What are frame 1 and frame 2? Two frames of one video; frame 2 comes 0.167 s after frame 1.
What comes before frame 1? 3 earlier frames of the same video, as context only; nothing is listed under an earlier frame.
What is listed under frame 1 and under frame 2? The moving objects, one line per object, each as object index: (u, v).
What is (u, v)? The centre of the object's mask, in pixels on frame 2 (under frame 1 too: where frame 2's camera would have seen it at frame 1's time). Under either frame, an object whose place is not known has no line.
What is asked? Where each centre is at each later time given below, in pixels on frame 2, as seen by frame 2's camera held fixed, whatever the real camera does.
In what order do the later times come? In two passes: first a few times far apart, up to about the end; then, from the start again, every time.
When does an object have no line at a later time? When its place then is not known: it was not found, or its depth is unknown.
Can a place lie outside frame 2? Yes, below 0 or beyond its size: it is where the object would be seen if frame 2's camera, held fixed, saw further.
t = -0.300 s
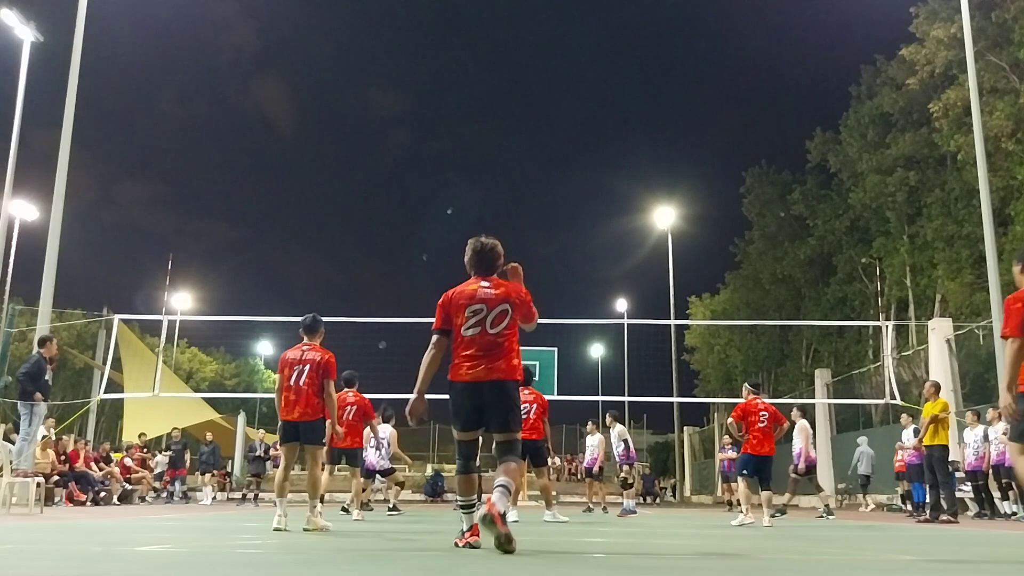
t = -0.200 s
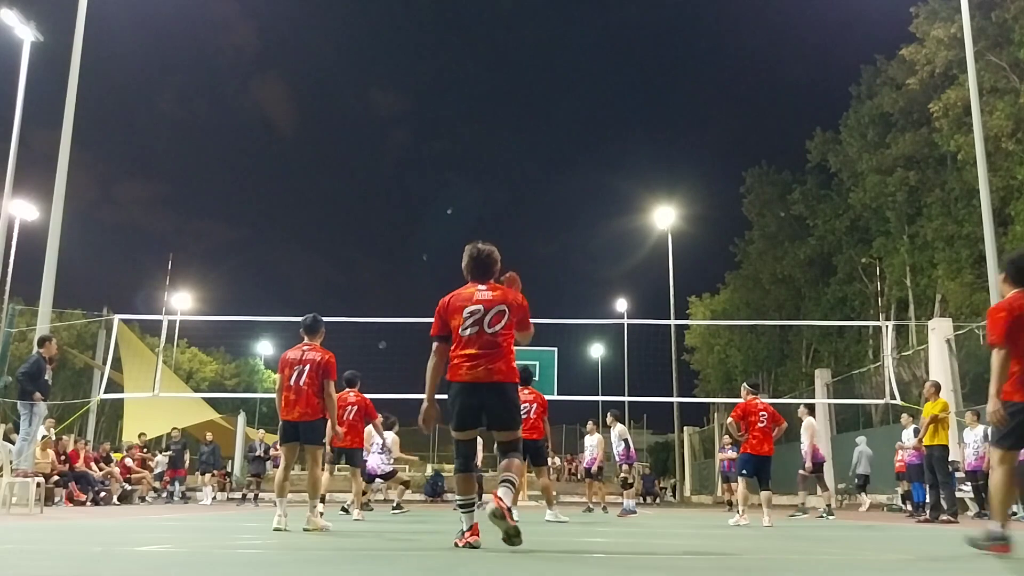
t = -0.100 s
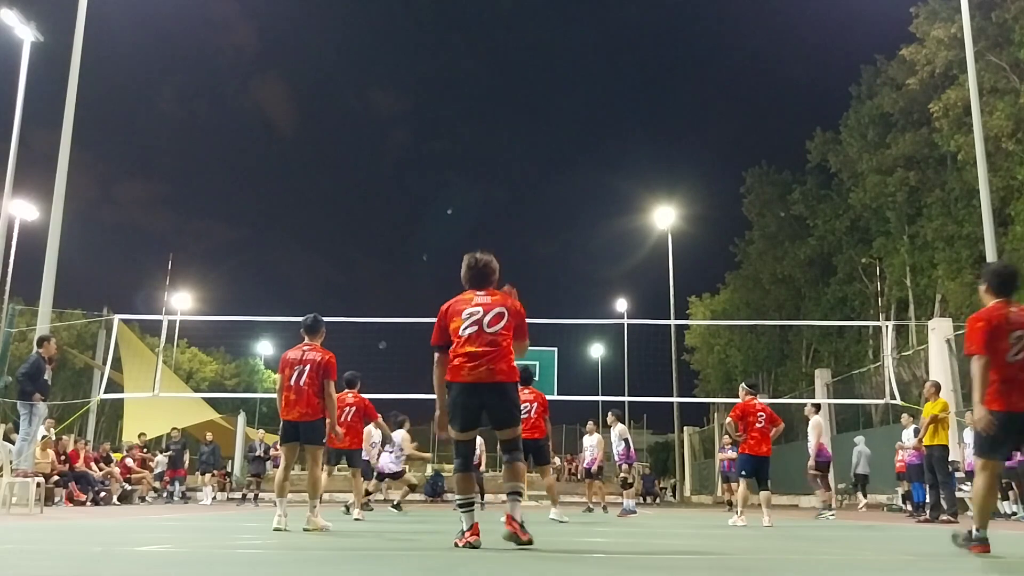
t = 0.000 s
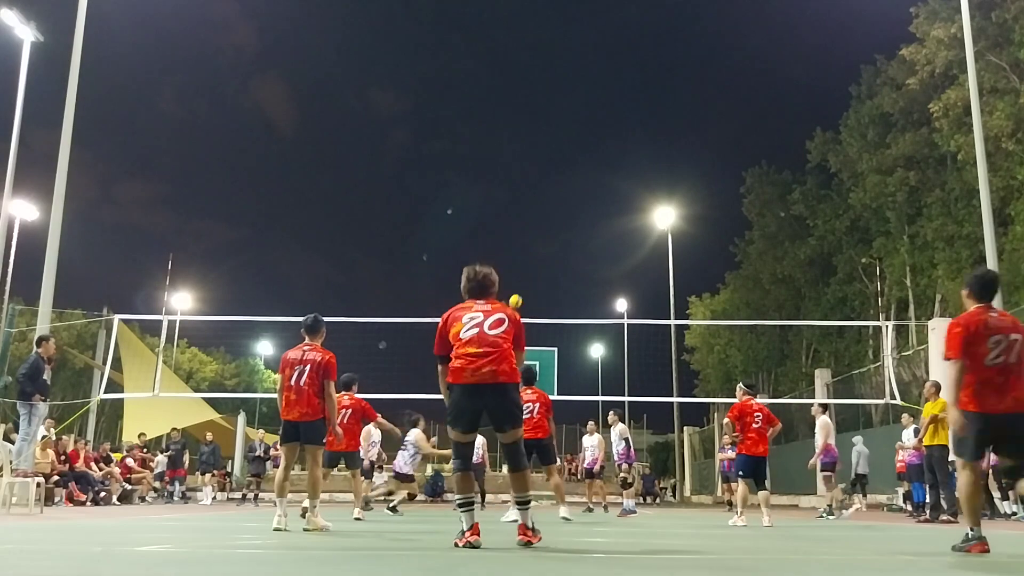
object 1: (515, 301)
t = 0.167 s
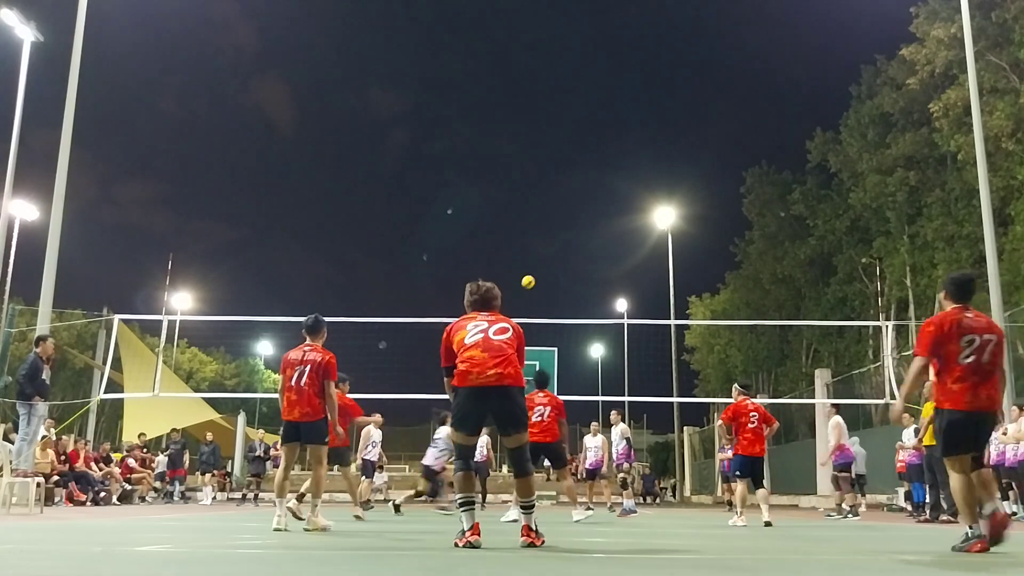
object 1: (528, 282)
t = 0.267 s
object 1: (536, 277)
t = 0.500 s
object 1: (554, 287)
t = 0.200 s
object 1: (530, 280)
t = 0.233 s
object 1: (533, 278)
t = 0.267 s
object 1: (536, 277)
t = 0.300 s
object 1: (538, 277)
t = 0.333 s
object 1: (541, 277)
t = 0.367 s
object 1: (543, 278)
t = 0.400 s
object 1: (546, 279)
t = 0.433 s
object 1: (549, 281)
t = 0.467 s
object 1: (551, 284)
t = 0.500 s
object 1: (554, 287)
